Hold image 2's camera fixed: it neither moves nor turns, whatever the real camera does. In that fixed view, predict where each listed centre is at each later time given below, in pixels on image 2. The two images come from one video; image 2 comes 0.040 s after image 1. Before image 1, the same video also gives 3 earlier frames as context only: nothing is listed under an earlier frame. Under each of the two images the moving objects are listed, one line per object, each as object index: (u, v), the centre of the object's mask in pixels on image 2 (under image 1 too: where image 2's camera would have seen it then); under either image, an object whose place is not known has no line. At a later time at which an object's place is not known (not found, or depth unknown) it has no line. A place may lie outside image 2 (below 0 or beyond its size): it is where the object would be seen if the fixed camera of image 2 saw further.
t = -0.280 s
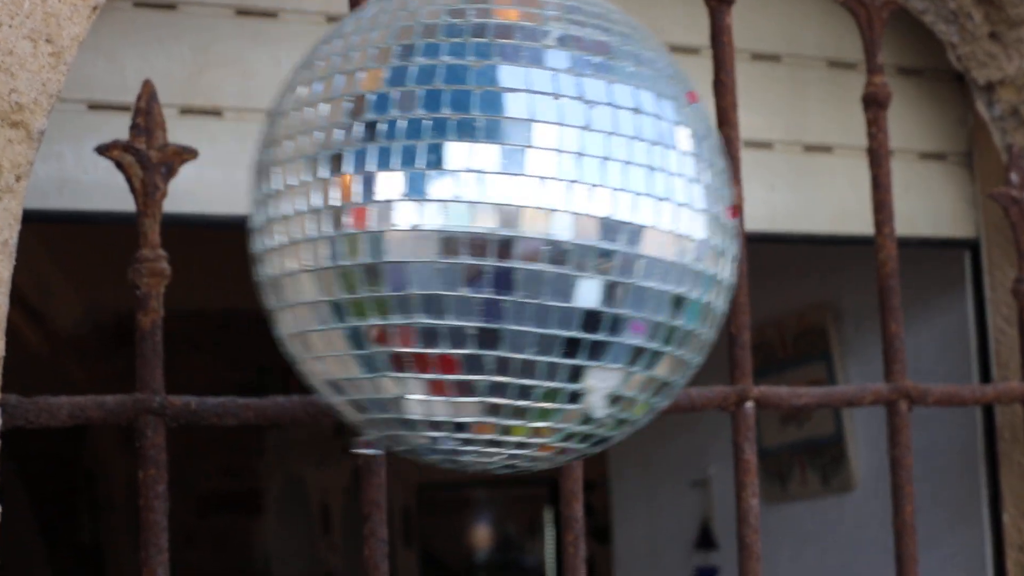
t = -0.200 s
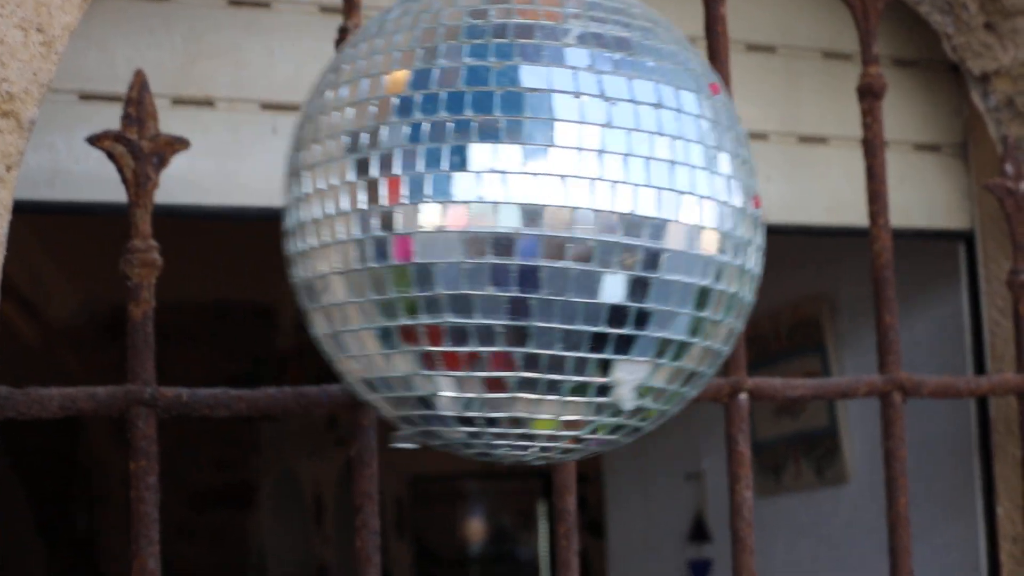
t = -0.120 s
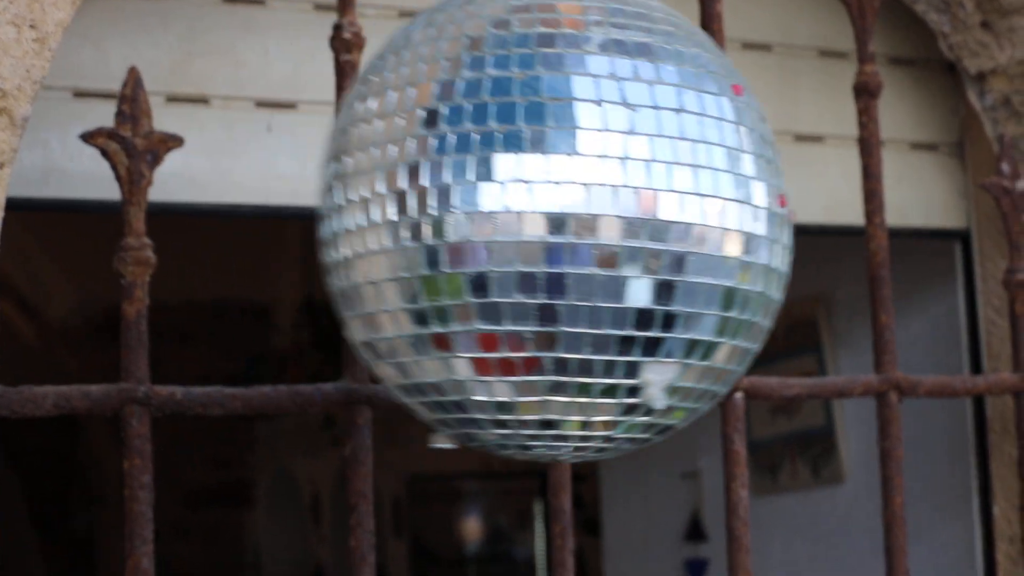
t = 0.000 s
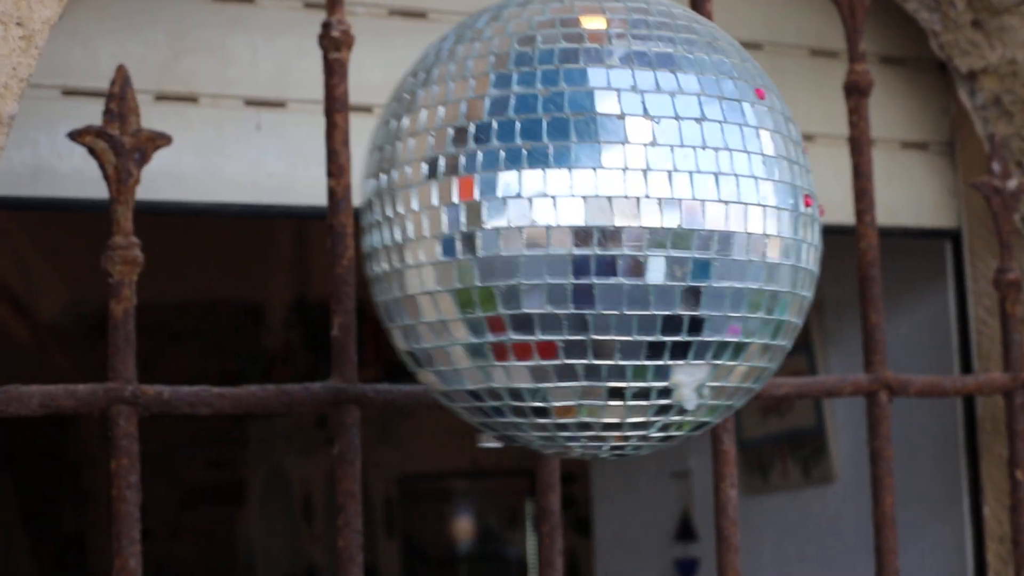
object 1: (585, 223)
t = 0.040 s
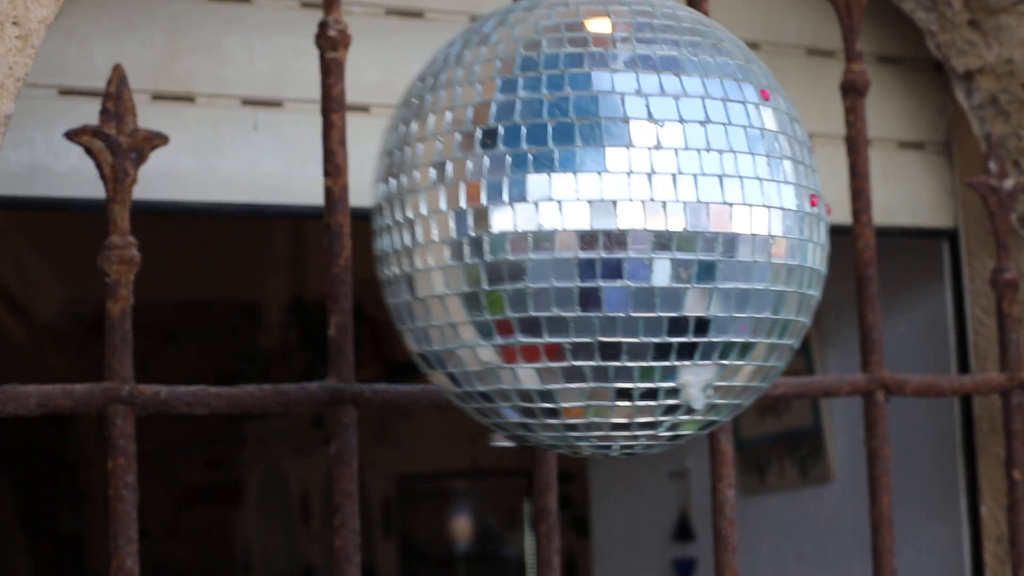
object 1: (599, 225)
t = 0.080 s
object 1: (611, 225)
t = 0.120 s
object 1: (621, 224)
